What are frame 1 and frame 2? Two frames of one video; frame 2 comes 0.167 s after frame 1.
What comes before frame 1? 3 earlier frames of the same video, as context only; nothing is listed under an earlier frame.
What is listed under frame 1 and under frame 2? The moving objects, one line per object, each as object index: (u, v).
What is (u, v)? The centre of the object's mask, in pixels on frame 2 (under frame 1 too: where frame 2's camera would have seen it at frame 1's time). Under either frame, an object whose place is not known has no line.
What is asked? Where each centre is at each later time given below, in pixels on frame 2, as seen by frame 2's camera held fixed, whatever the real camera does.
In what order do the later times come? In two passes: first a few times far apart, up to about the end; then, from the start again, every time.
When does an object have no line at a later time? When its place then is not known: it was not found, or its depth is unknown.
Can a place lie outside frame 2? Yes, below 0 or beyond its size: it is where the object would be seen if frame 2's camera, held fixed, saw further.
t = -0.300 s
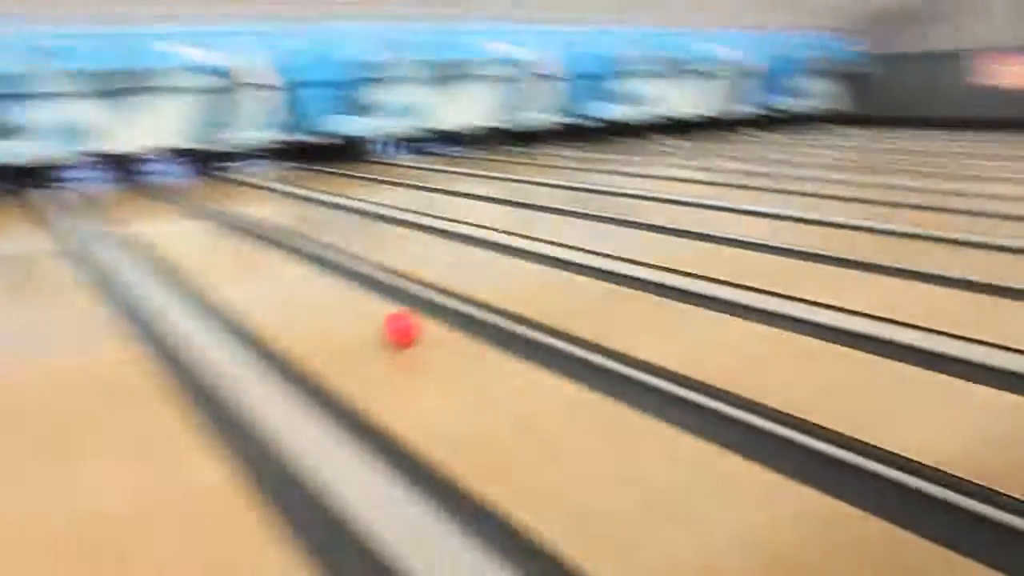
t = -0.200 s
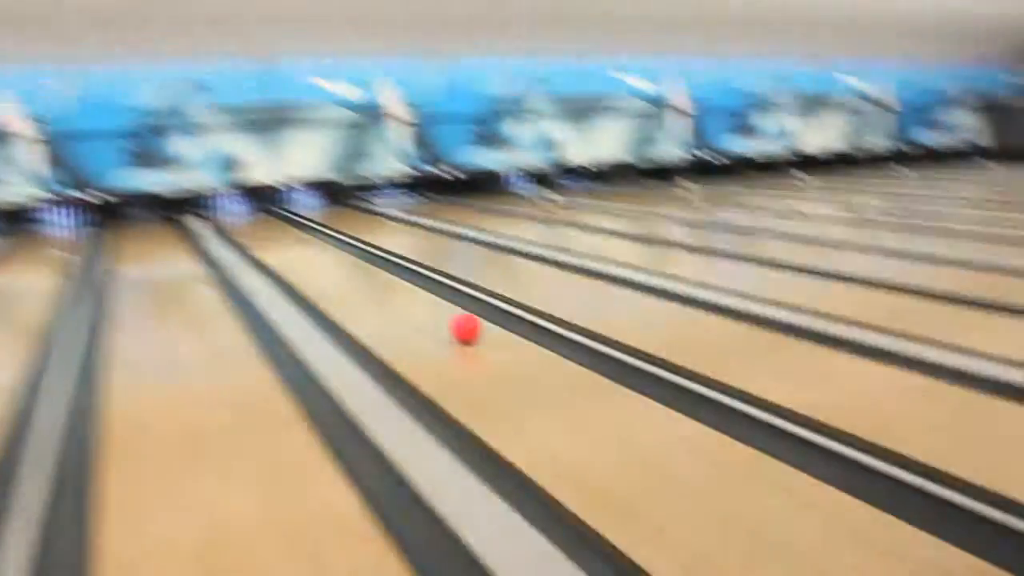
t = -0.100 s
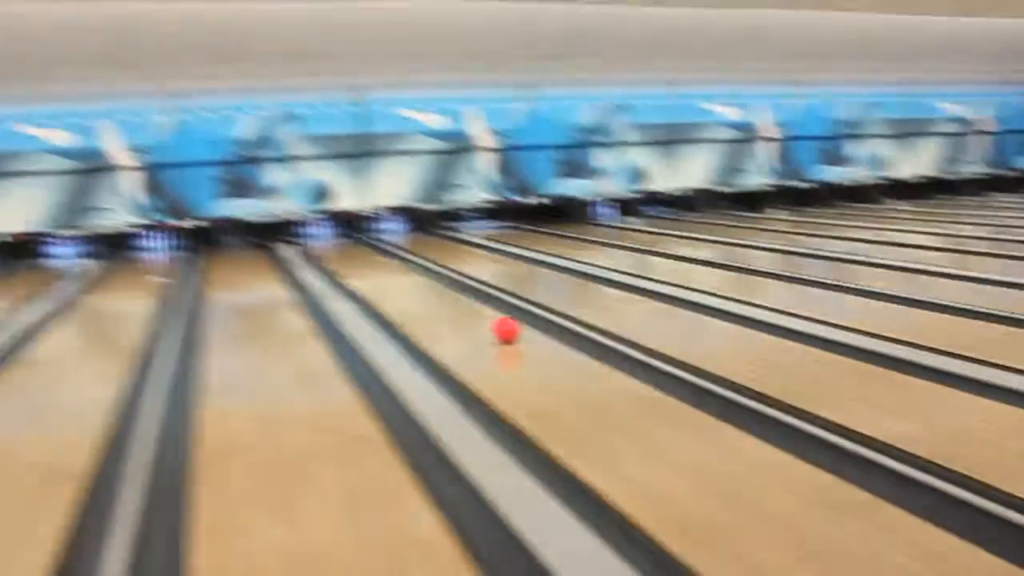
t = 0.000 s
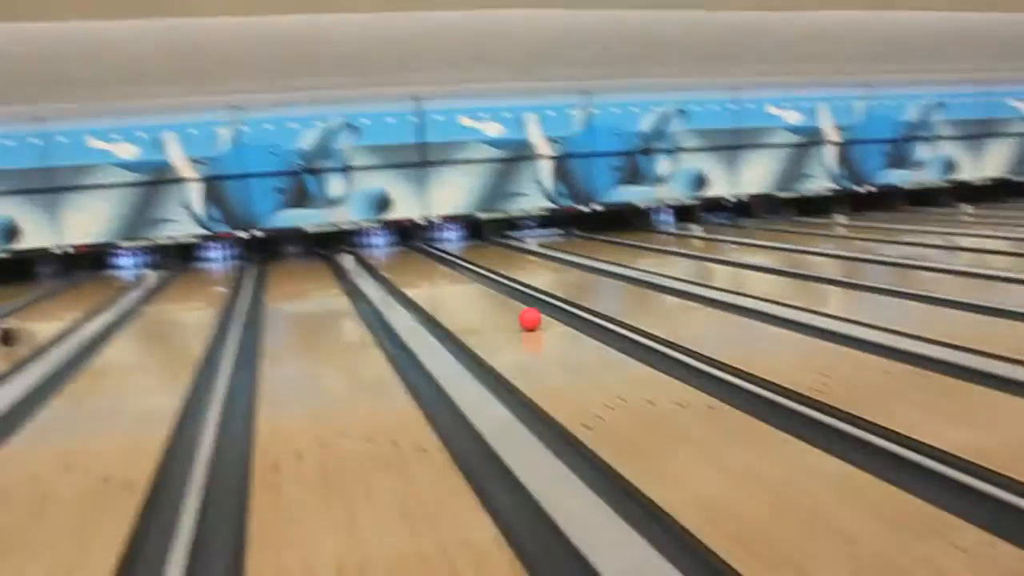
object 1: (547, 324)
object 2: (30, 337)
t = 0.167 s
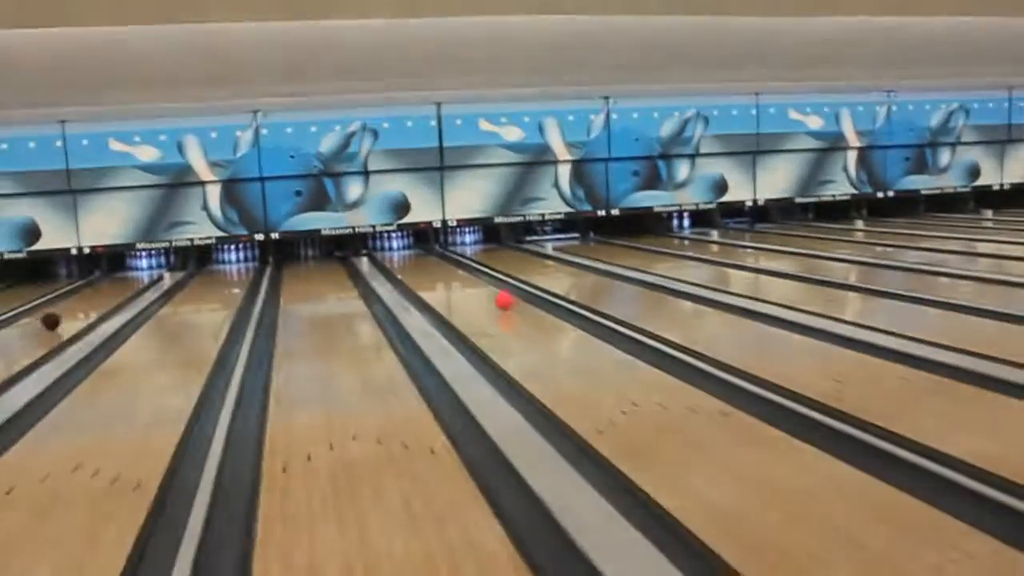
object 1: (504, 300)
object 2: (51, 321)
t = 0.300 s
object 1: (479, 286)
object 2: (70, 312)
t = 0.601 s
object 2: (102, 294)
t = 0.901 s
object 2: (123, 281)
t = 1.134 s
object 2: (134, 273)
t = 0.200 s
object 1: (497, 297)
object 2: (56, 319)
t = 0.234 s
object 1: (491, 293)
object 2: (60, 317)
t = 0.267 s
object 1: (485, 289)
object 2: (65, 314)
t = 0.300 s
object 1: (479, 286)
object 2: (70, 312)
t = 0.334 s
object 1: (474, 283)
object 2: (74, 309)
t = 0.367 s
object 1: (471, 280)
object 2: (77, 307)
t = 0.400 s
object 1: (466, 279)
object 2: (82, 305)
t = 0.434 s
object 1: (462, 276)
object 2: (85, 303)
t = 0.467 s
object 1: (457, 274)
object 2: (89, 301)
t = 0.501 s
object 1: (455, 272)
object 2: (92, 299)
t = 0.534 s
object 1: (451, 270)
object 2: (96, 297)
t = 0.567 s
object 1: (448, 268)
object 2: (99, 295)
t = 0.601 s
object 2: (102, 294)
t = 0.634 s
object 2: (105, 293)
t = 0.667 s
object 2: (107, 291)
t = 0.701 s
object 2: (110, 290)
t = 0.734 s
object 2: (112, 288)
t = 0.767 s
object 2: (115, 287)
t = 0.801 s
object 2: (115, 286)
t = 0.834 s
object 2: (120, 283)
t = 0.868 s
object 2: (122, 283)
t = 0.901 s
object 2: (123, 281)
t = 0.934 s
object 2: (123, 281)
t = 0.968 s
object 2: (125, 280)
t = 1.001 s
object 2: (128, 277)
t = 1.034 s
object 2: (129, 275)
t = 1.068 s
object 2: (131, 276)
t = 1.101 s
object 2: (132, 275)
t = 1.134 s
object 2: (134, 273)
